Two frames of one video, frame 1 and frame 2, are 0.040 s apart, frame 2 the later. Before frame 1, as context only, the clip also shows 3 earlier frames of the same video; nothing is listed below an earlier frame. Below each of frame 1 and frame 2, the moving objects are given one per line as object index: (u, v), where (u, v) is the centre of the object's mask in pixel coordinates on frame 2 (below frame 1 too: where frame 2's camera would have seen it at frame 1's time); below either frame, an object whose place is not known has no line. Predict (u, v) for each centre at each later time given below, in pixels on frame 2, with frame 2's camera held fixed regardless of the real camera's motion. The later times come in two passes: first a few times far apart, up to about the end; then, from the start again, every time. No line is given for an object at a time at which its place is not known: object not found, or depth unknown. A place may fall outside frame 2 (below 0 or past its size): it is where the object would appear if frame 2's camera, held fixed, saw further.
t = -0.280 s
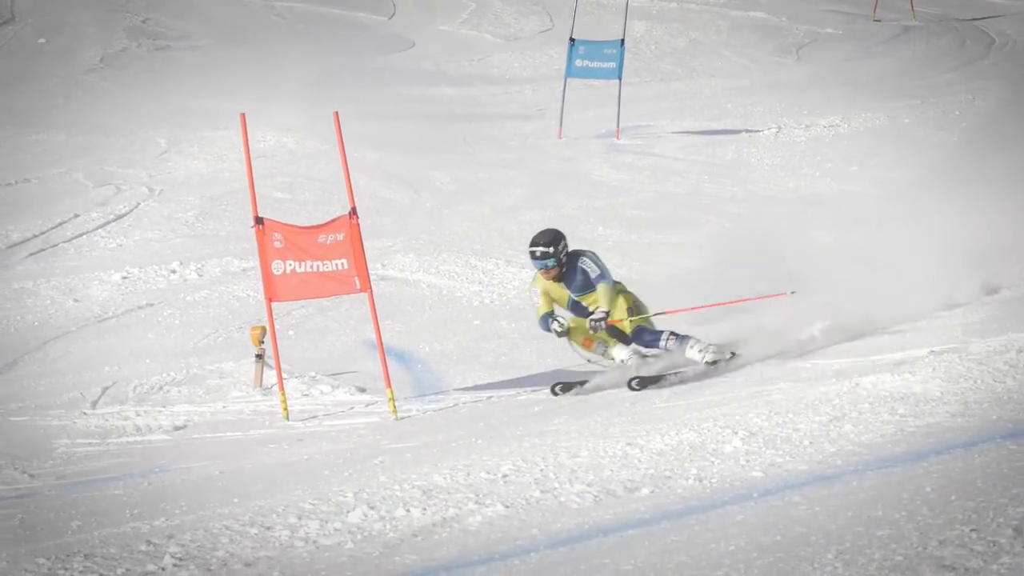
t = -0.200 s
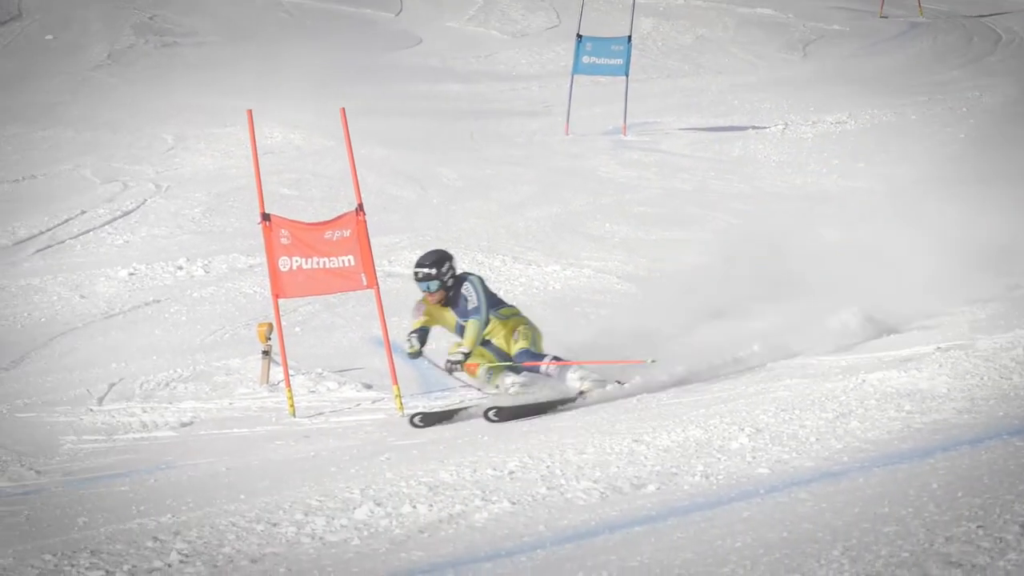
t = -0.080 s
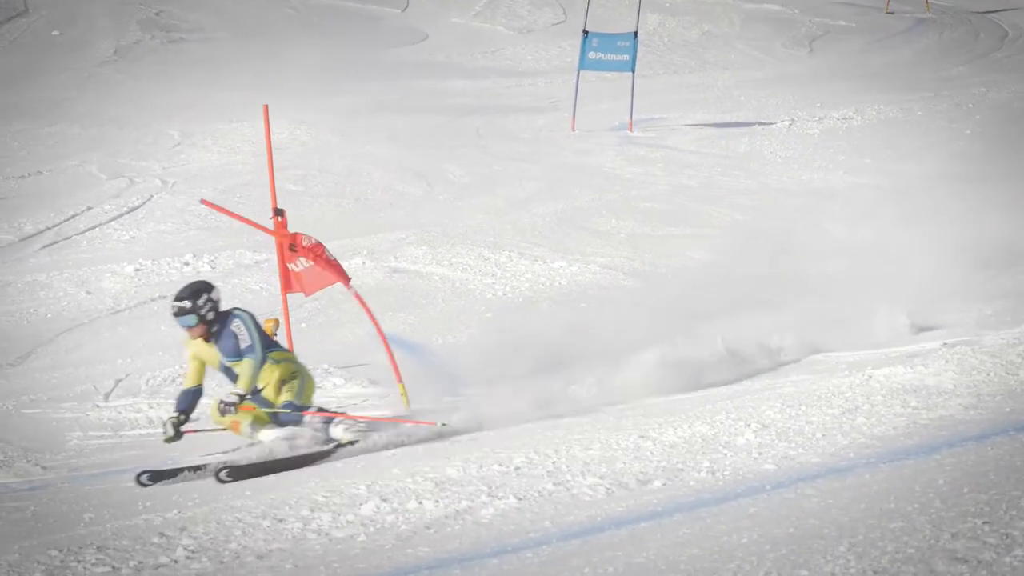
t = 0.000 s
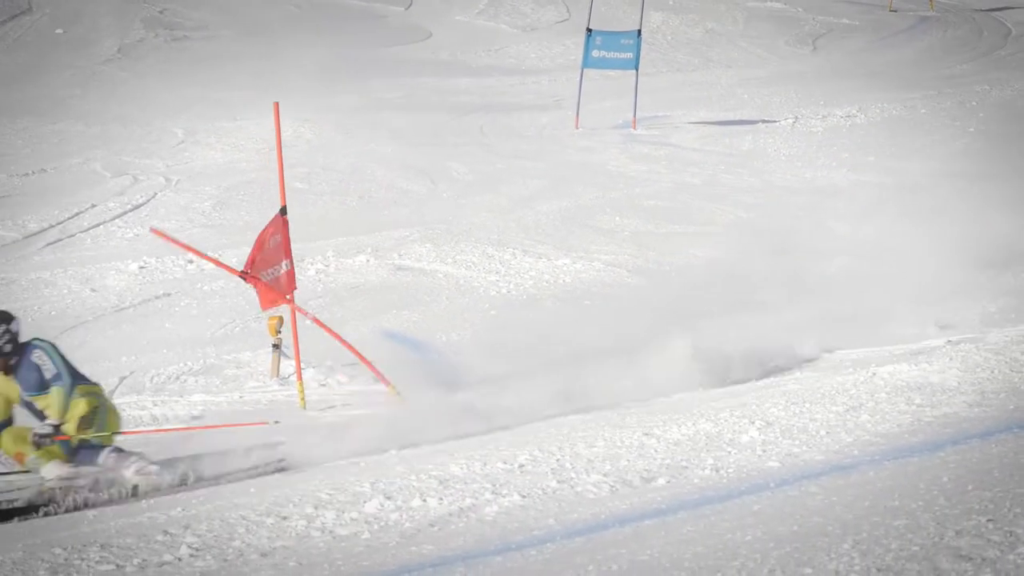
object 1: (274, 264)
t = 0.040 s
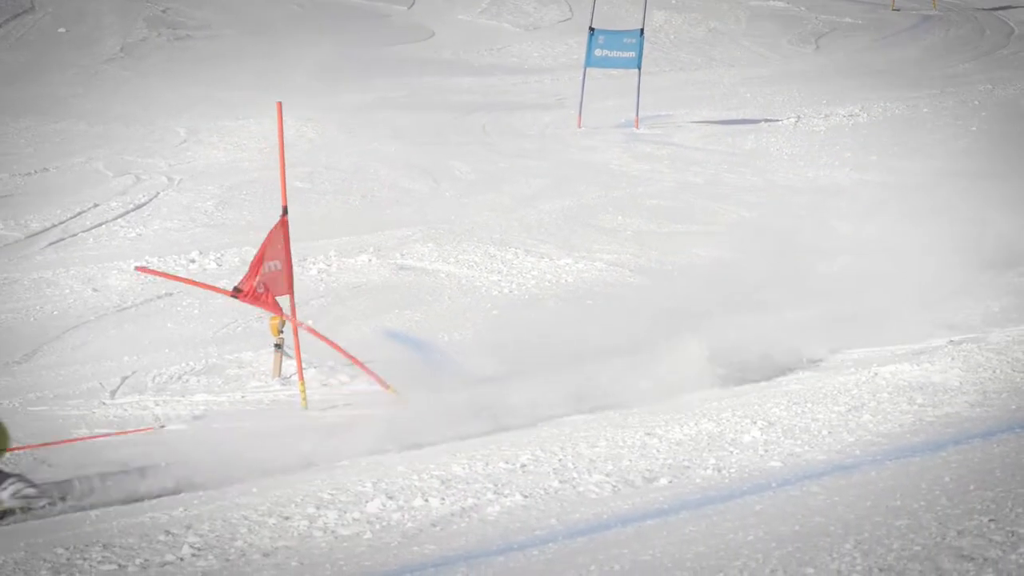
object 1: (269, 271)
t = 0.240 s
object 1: (265, 291)
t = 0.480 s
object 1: (273, 269)
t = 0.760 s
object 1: (328, 249)
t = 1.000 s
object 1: (348, 249)
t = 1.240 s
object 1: (333, 263)
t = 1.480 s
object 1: (315, 257)
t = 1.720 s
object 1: (322, 256)
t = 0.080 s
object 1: (259, 284)
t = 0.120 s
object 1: (264, 283)
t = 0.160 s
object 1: (263, 288)
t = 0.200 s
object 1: (263, 291)
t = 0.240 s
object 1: (265, 291)
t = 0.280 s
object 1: (259, 288)
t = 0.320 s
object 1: (264, 287)
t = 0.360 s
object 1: (269, 277)
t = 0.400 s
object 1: (269, 279)
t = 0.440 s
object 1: (275, 279)
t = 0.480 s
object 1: (273, 269)
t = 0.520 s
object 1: (283, 265)
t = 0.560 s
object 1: (289, 264)
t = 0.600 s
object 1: (294, 261)
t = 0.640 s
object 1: (309, 263)
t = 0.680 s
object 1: (312, 257)
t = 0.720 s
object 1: (324, 253)
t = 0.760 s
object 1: (328, 249)
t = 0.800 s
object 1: (334, 248)
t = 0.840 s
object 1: (342, 246)
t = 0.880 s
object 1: (343, 245)
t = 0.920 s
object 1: (348, 245)
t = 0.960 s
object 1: (349, 246)
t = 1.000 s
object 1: (348, 249)
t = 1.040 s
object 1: (348, 254)
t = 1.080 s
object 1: (345, 256)
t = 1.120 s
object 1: (343, 258)
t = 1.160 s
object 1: (340, 260)
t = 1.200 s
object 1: (336, 262)
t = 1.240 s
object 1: (333, 263)
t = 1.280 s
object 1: (328, 263)
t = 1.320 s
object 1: (325, 263)
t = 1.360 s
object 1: (322, 264)
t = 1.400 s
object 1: (320, 263)
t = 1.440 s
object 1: (317, 261)
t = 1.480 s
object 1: (315, 257)
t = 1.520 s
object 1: (313, 253)
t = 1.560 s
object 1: (312, 251)
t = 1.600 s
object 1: (313, 251)
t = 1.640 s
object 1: (315, 252)
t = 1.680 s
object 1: (317, 253)
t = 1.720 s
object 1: (322, 256)
